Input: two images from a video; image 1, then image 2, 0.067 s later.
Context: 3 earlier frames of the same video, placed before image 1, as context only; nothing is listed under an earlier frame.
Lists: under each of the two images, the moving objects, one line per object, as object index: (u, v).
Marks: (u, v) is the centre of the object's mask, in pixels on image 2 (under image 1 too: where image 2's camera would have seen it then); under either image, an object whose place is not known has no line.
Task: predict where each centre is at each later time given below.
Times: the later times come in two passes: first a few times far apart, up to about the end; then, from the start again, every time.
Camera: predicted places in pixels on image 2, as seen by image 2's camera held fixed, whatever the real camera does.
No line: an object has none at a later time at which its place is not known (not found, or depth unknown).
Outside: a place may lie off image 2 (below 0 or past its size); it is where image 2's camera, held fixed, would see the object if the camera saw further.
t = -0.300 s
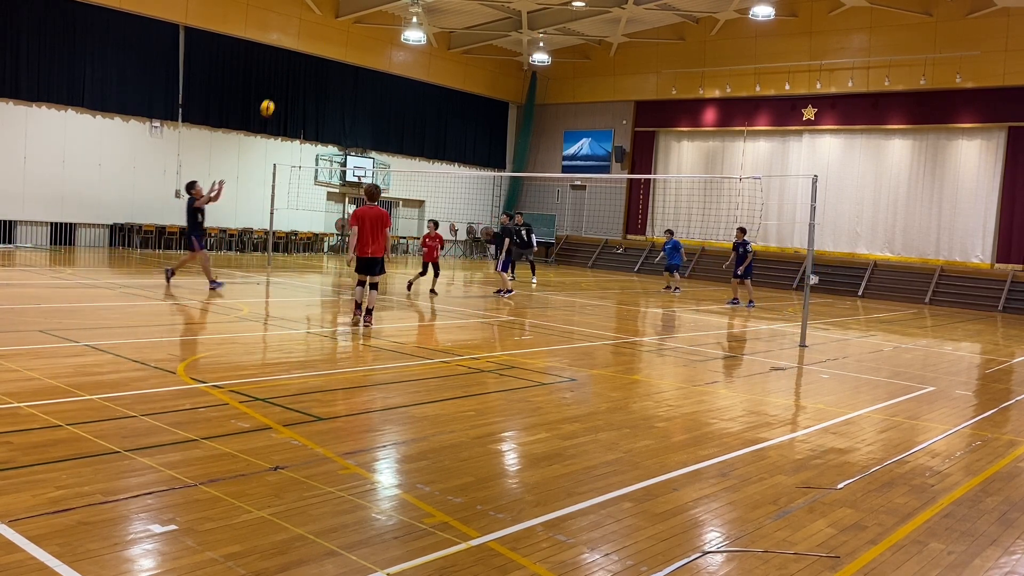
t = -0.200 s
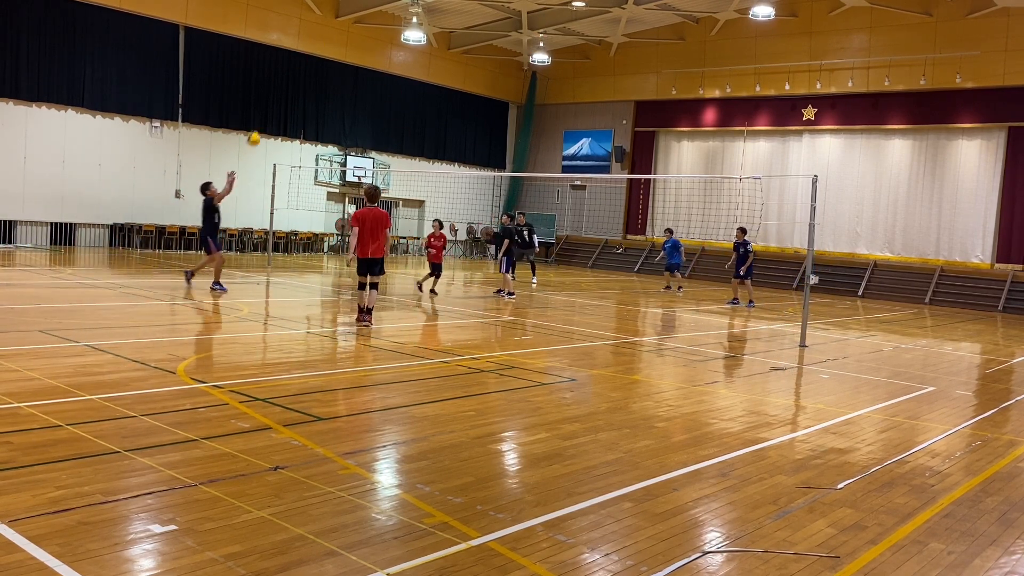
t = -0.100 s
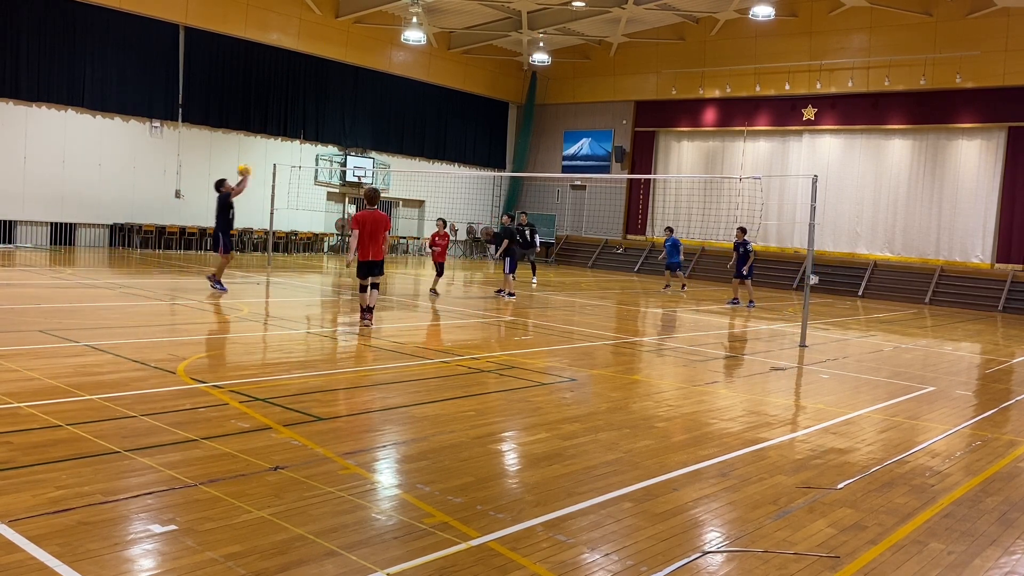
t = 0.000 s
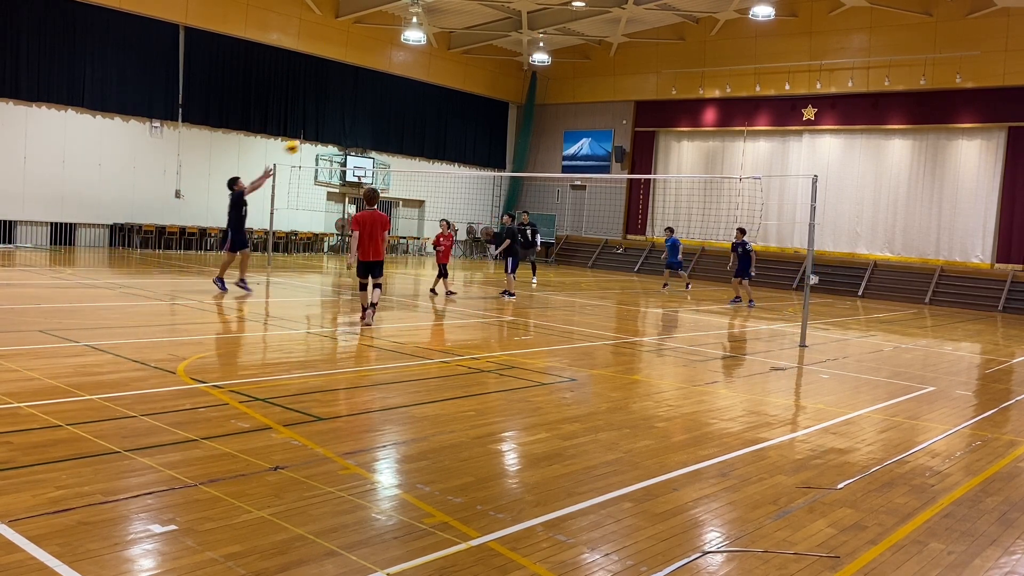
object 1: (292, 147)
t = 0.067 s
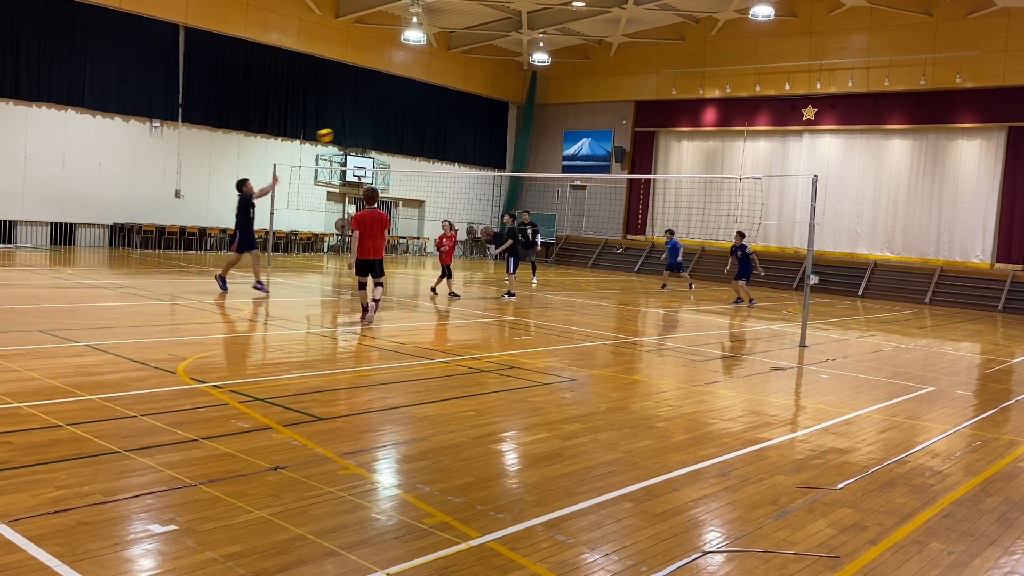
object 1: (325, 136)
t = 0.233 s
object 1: (402, 119)
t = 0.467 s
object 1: (496, 120)
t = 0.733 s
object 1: (588, 158)
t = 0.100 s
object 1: (340, 131)
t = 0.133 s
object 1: (356, 127)
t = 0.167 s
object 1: (372, 123)
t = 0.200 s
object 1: (387, 121)
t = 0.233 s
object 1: (402, 119)
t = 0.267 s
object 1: (416, 117)
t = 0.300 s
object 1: (430, 116)
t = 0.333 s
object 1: (444, 115)
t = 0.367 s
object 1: (458, 116)
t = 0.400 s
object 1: (471, 117)
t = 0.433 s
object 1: (484, 118)
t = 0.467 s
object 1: (496, 120)
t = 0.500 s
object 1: (509, 123)
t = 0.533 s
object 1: (521, 126)
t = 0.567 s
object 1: (533, 130)
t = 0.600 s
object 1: (544, 135)
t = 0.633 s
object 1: (555, 140)
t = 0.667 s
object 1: (566, 145)
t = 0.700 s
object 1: (577, 152)
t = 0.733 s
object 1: (588, 158)
